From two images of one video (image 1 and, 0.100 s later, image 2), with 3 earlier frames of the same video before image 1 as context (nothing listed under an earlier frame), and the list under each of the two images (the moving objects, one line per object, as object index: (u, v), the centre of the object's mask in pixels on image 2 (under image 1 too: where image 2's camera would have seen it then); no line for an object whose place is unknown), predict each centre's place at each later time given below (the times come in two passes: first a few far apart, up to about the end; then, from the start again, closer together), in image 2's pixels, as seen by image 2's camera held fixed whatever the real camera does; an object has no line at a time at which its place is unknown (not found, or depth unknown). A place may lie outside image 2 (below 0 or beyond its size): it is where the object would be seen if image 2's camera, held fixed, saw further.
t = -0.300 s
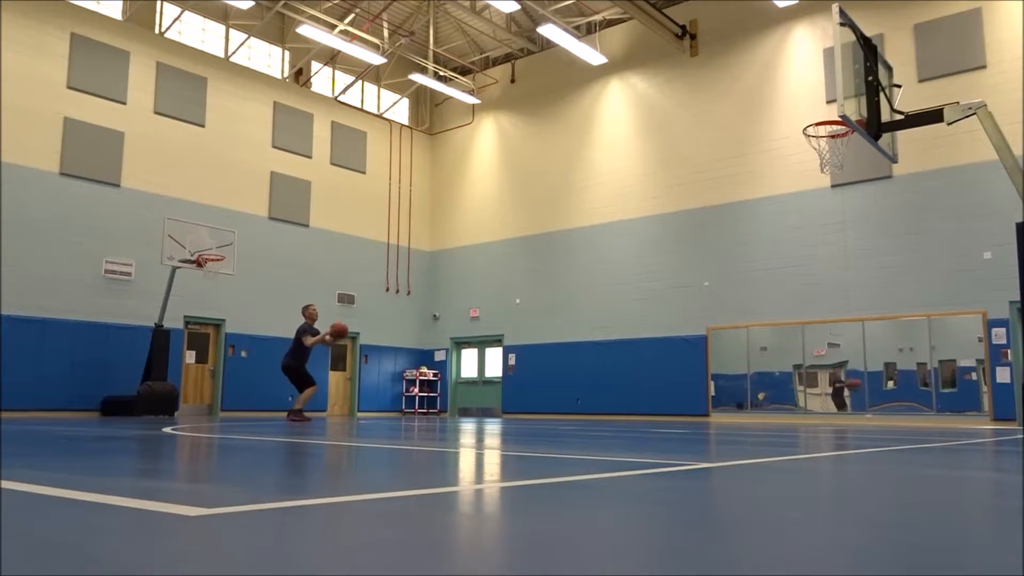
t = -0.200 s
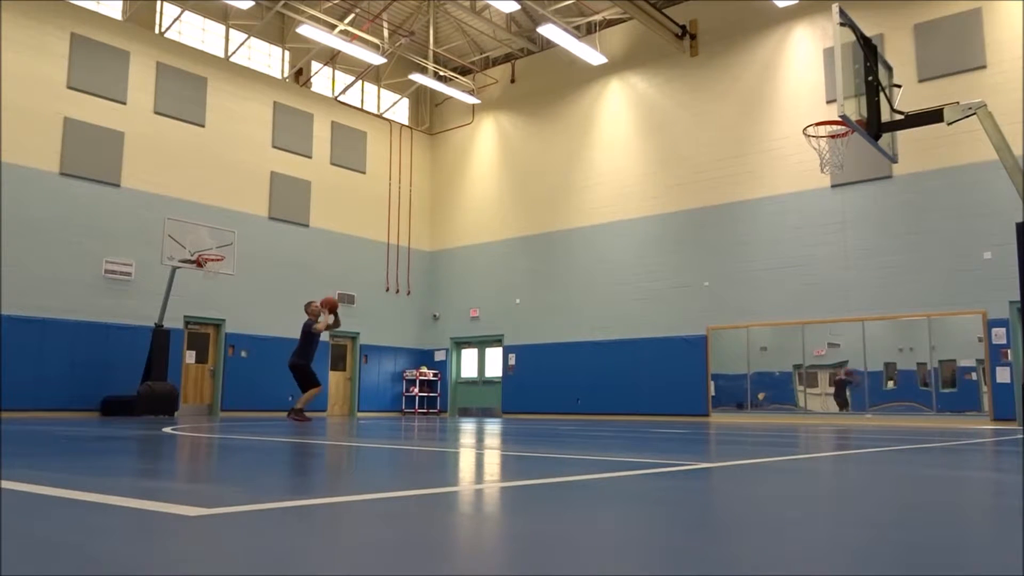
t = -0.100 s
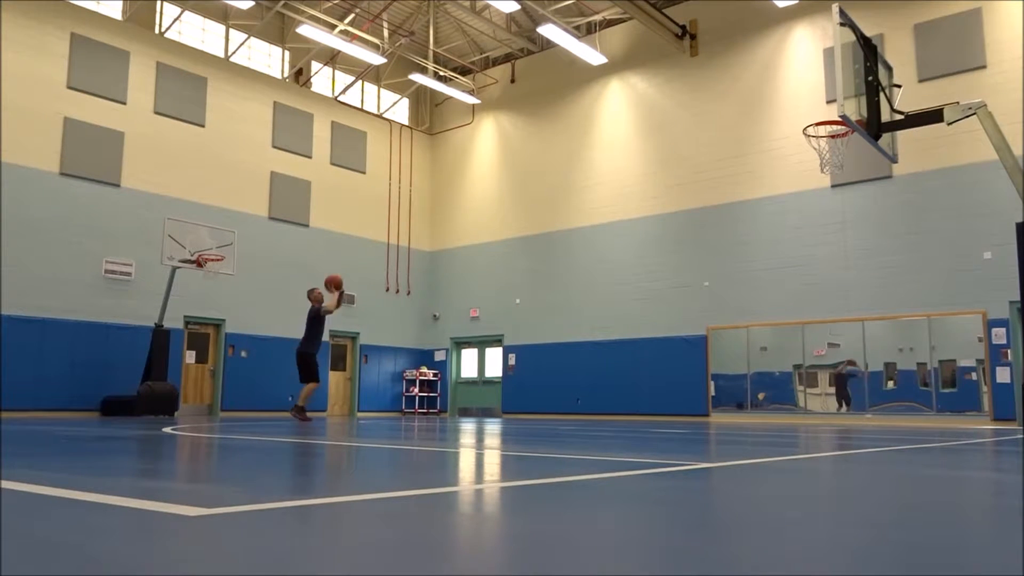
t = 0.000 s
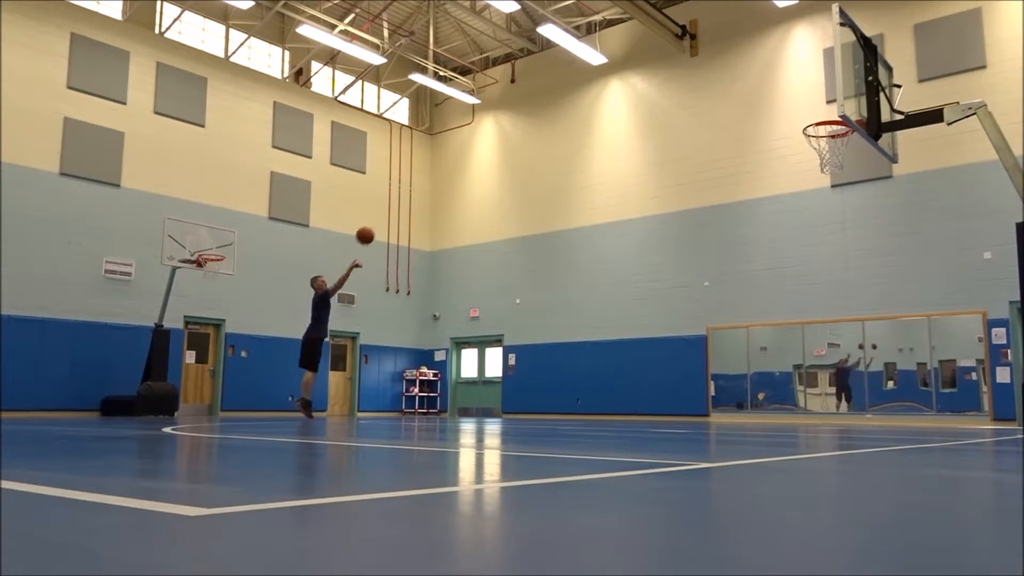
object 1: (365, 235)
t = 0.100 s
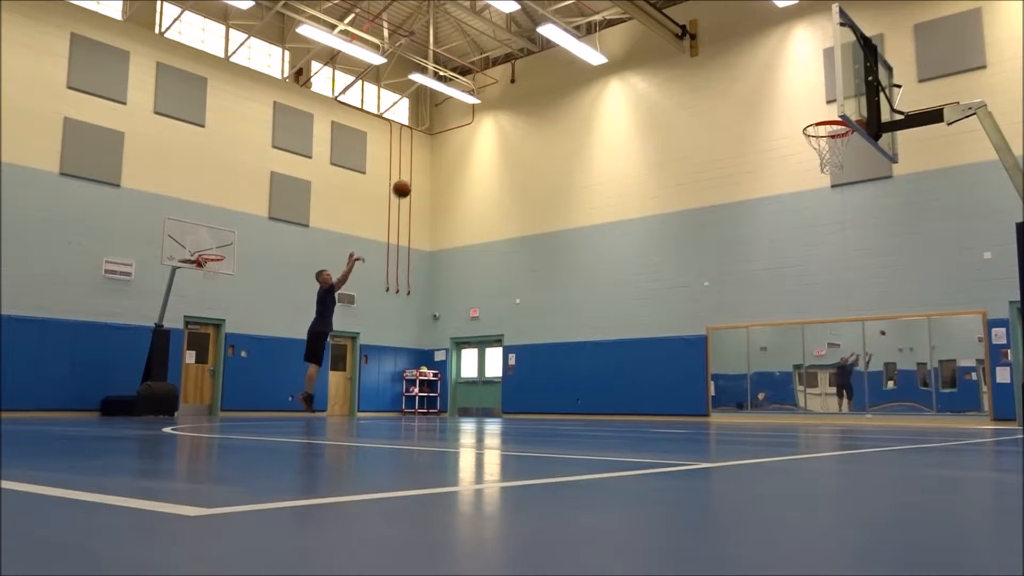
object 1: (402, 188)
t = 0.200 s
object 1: (439, 149)
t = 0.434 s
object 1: (526, 81)
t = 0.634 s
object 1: (607, 52)
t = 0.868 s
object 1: (707, 57)
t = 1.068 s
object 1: (804, 101)
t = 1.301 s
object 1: (797, 143)
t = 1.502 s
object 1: (811, 156)
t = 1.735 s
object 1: (852, 192)
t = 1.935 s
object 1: (888, 264)
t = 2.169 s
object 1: (935, 405)
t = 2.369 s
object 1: (955, 335)
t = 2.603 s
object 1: (979, 270)
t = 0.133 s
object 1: (414, 174)
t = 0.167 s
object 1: (426, 161)
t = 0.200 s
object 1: (439, 149)
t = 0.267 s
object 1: (463, 125)
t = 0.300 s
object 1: (476, 115)
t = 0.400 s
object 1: (514, 88)
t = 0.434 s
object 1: (526, 81)
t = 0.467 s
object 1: (540, 74)
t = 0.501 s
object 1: (553, 68)
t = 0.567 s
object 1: (579, 58)
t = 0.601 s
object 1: (593, 55)
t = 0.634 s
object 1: (607, 52)
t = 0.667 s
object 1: (620, 50)
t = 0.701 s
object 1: (634, 49)
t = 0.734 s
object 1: (649, 48)
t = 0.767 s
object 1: (663, 50)
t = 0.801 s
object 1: (678, 51)
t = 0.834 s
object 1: (693, 53)
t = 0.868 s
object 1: (707, 57)
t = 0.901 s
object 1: (723, 62)
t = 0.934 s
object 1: (739, 68)
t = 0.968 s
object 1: (754, 74)
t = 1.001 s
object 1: (770, 82)
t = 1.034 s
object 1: (787, 90)
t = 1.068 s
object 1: (804, 101)
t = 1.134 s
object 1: (838, 128)
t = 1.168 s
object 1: (829, 135)
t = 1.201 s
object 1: (814, 145)
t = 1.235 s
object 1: (804, 147)
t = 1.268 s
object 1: (799, 145)
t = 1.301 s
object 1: (797, 143)
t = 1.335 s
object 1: (797, 143)
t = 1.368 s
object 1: (798, 145)
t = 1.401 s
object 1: (800, 147)
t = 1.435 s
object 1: (803, 150)
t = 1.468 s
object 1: (807, 153)
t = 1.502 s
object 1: (811, 156)
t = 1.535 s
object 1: (817, 159)
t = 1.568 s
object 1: (823, 162)
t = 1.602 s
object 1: (829, 166)
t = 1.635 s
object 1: (835, 172)
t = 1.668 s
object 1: (840, 177)
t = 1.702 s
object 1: (846, 184)
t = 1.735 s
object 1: (852, 192)
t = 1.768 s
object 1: (857, 201)
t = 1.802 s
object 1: (863, 211)
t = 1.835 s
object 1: (869, 223)
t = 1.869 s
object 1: (875, 235)
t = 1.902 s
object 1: (881, 250)
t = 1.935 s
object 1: (888, 264)
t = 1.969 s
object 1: (894, 280)
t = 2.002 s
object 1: (901, 298)
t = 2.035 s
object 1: (907, 317)
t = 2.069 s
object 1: (914, 337)
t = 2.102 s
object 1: (920, 358)
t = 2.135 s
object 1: (927, 381)
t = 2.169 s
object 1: (935, 405)
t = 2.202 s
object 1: (940, 416)
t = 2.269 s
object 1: (946, 380)
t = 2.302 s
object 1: (949, 364)
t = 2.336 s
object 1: (952, 349)
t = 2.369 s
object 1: (955, 335)
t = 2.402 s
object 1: (958, 323)
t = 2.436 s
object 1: (962, 311)
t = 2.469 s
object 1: (965, 300)
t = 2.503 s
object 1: (969, 291)
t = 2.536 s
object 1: (972, 283)
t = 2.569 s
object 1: (976, 276)
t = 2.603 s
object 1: (979, 270)
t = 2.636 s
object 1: (983, 264)
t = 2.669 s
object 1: (987, 261)
